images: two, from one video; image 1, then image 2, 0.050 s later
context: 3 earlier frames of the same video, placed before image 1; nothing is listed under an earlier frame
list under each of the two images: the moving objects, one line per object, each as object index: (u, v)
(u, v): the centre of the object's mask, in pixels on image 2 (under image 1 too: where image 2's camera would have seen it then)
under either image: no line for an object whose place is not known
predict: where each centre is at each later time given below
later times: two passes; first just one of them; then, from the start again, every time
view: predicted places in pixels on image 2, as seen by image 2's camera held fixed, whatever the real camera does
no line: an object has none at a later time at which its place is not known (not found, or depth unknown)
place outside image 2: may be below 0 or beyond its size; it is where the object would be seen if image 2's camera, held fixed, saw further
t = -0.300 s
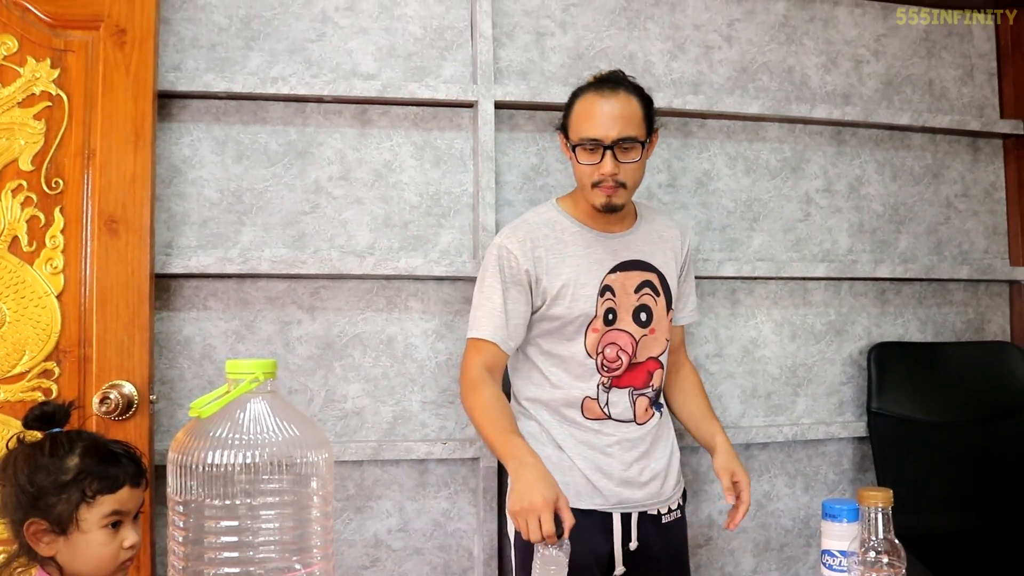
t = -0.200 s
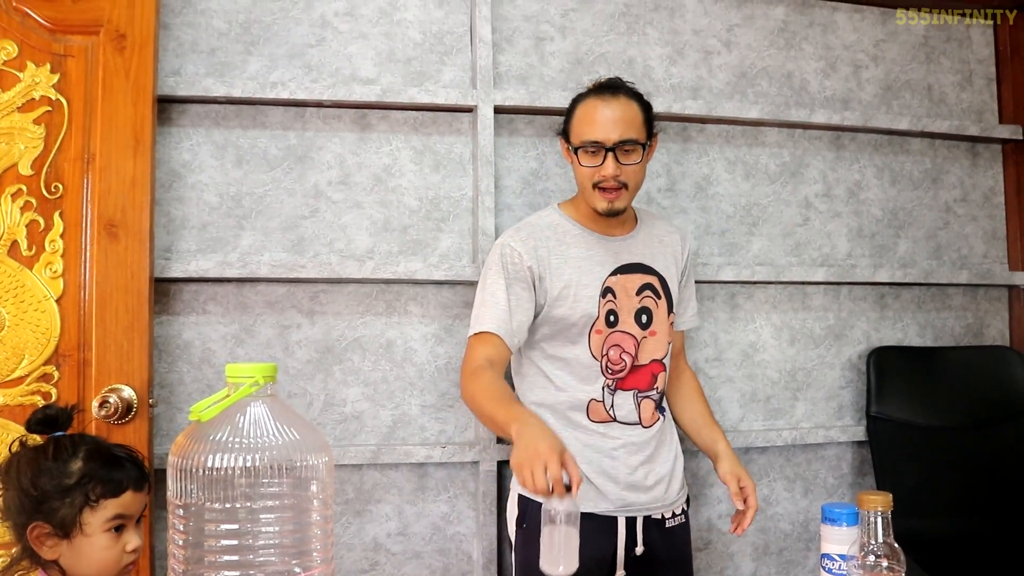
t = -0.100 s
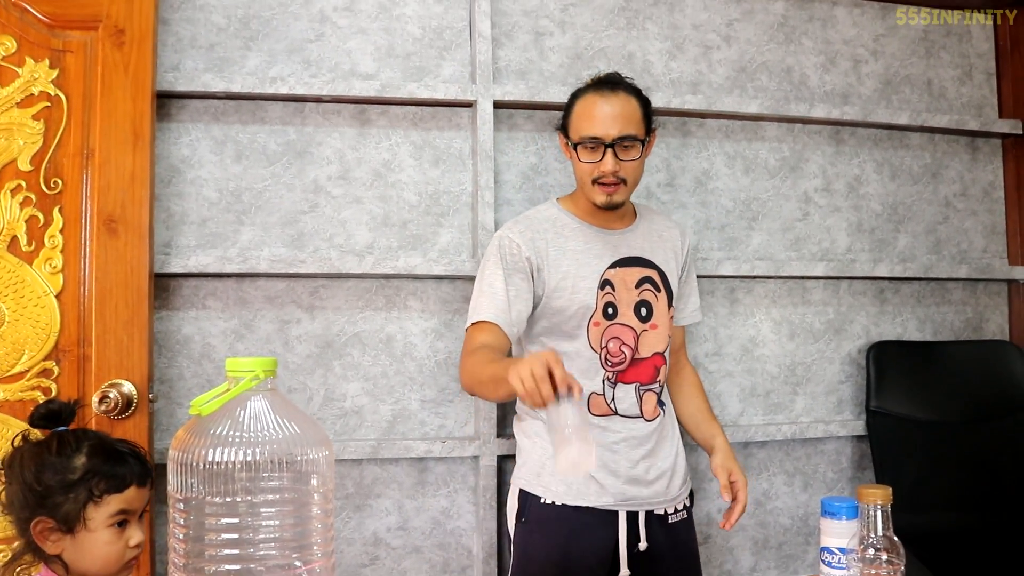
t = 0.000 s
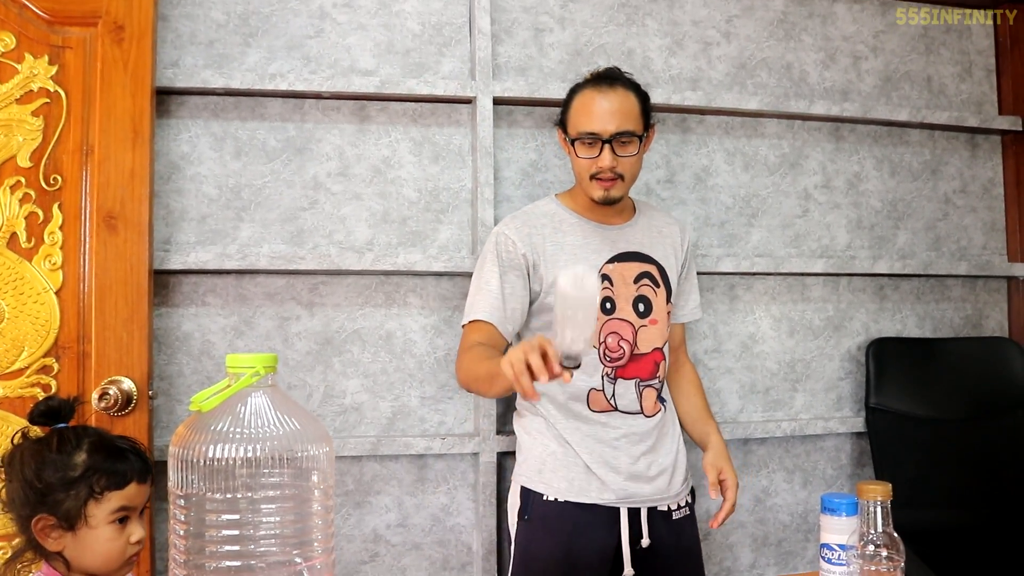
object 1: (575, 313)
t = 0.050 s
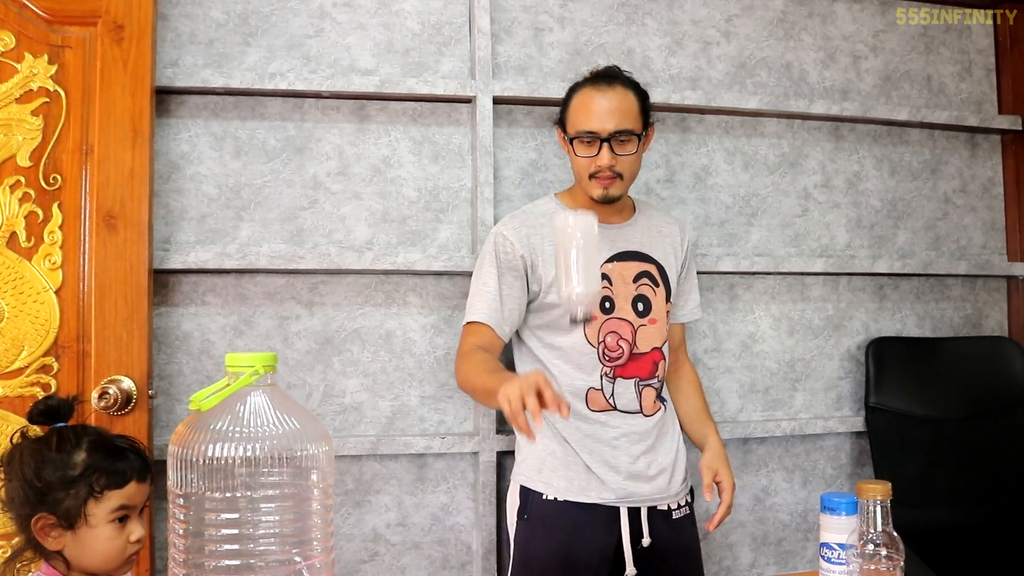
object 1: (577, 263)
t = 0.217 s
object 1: (581, 201)
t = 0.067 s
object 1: (578, 247)
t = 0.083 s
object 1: (577, 233)
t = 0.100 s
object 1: (578, 221)
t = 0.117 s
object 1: (578, 211)
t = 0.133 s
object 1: (578, 204)
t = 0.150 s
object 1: (579, 198)
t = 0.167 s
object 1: (579, 195)
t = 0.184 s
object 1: (579, 194)
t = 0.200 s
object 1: (580, 198)
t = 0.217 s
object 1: (581, 201)
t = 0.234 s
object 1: (582, 208)
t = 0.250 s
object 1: (583, 215)
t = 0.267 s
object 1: (584, 225)
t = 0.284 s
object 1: (585, 240)
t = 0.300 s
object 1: (584, 256)
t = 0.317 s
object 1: (586, 276)
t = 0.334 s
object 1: (586, 295)
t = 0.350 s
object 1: (588, 322)
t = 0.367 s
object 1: (588, 347)
